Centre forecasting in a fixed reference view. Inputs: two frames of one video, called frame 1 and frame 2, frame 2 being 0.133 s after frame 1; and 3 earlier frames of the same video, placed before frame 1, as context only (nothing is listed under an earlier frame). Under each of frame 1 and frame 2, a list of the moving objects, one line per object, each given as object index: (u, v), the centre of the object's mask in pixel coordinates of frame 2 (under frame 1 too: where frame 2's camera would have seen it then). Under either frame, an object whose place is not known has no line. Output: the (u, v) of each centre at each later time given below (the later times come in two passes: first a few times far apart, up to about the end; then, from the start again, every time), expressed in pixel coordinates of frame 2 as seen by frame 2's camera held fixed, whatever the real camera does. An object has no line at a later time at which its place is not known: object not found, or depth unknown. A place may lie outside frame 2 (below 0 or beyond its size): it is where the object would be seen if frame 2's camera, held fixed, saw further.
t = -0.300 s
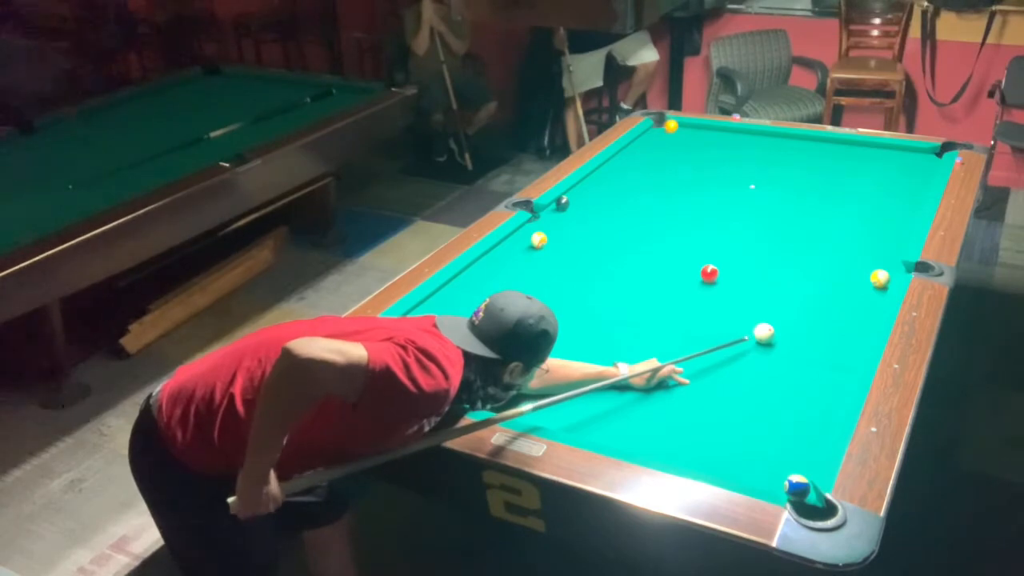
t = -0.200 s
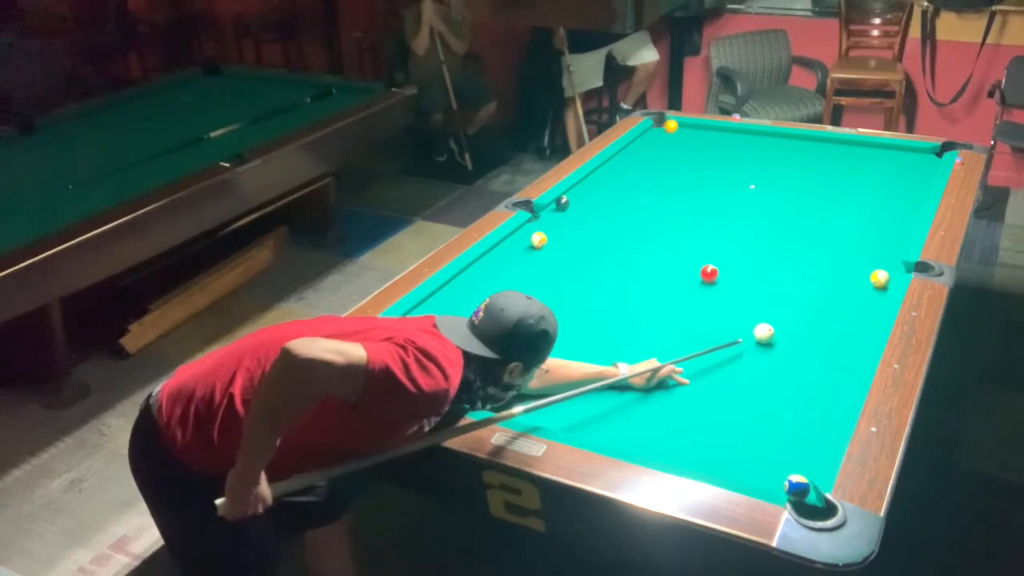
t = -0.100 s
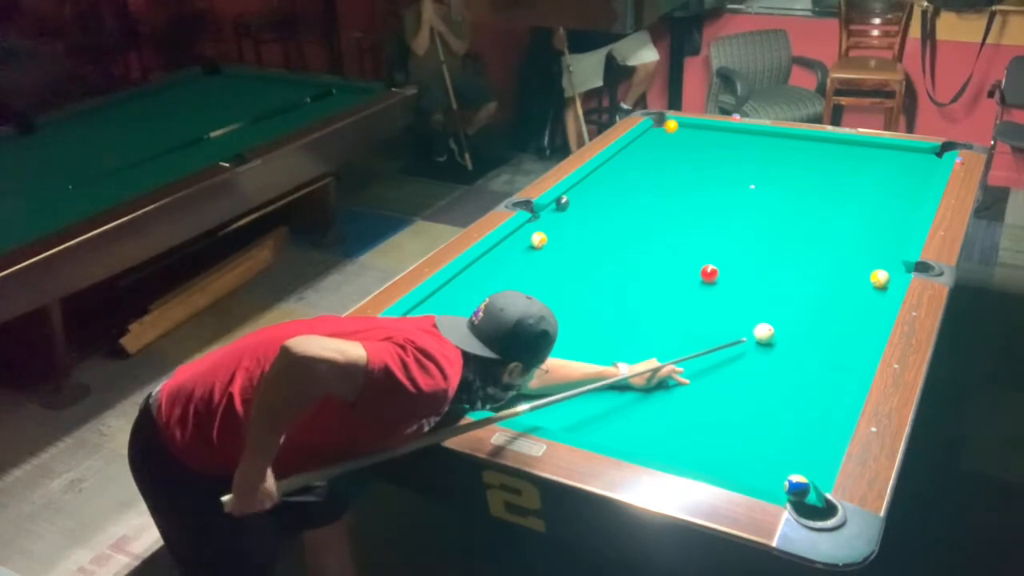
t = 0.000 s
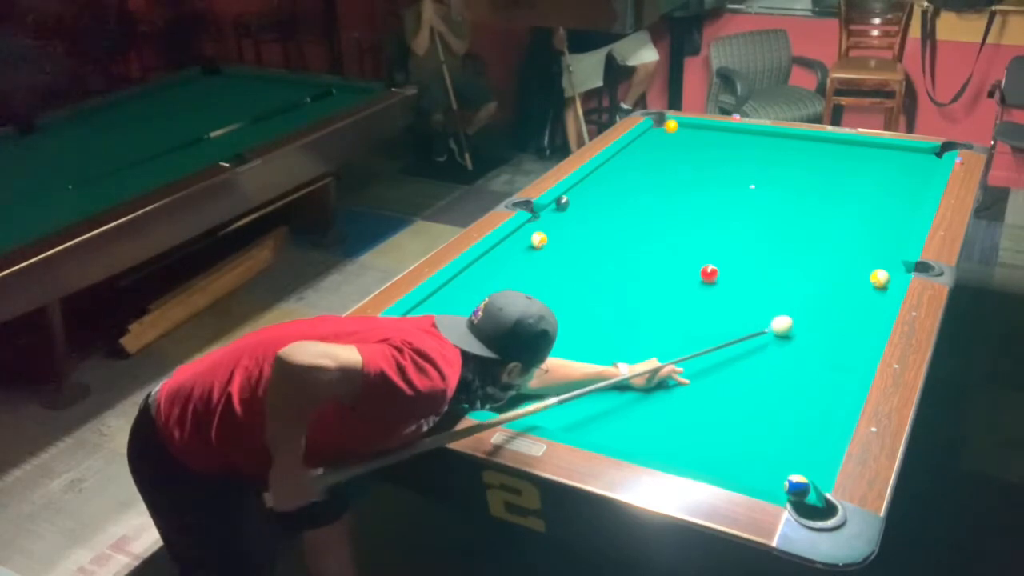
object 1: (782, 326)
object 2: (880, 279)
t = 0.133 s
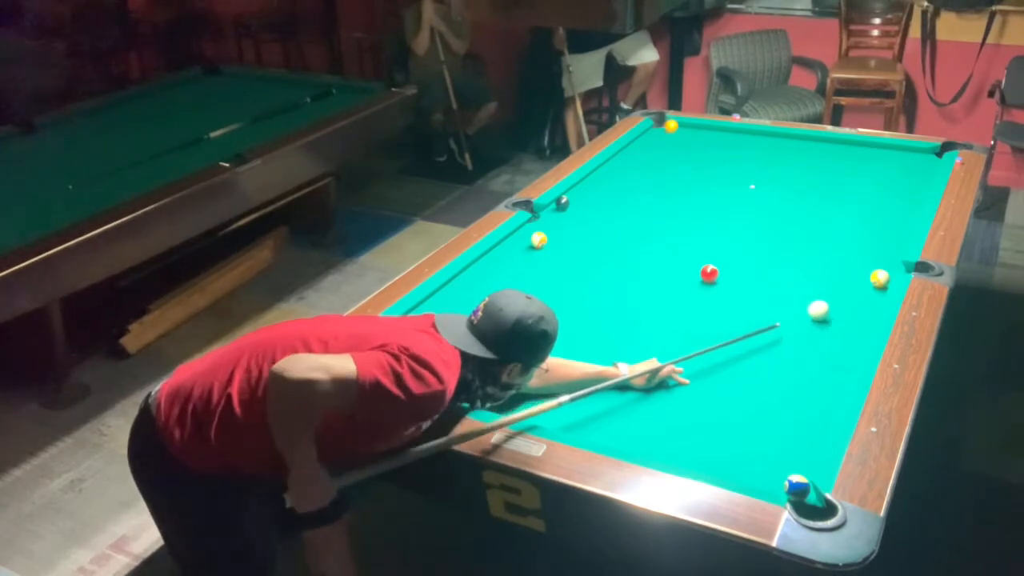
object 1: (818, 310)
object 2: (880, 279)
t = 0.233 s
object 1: (843, 300)
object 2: (880, 279)
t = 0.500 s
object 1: (868, 283)
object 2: (885, 267)
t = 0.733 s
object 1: (849, 275)
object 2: (891, 252)
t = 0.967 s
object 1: (832, 268)
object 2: (897, 237)
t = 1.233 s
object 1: (814, 260)
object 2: (903, 223)
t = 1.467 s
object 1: (801, 255)
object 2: (907, 211)
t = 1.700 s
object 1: (789, 250)
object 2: (912, 201)
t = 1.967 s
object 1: (776, 244)
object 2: (915, 190)
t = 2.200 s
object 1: (767, 240)
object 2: (918, 181)
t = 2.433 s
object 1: (759, 237)
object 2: (921, 173)
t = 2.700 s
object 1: (751, 233)
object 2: (924, 164)
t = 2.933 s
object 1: (745, 231)
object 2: (927, 158)
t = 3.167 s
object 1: (740, 229)
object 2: (929, 152)
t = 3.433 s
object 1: (735, 227)
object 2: (936, 153)
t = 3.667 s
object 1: (733, 226)
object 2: (936, 153)
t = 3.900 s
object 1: (730, 224)
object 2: (934, 152)
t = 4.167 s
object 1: (729, 224)
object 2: (933, 152)
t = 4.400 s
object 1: (728, 224)
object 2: (933, 152)
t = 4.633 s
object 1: (728, 224)
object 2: (933, 152)
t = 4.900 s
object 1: (728, 224)
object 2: (933, 152)
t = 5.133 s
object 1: (728, 224)
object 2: (933, 152)
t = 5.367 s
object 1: (729, 224)
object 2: (933, 152)
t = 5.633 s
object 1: (729, 224)
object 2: (933, 152)
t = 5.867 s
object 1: (728, 224)
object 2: (933, 152)
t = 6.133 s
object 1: (728, 224)
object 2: (933, 152)
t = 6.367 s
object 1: (728, 224)
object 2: (933, 152)
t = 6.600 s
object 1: (728, 224)
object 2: (933, 152)
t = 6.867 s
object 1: (728, 224)
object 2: (933, 152)
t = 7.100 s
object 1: (728, 224)
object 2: (933, 152)
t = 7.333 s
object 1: (728, 224)
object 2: (933, 152)
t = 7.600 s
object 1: (728, 224)
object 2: (933, 152)
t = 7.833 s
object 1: (728, 224)
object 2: (933, 152)
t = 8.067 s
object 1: (728, 224)
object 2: (933, 152)
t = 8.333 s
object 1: (728, 224)
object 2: (933, 152)
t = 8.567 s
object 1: (728, 224)
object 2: (933, 152)
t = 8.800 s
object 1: (728, 224)
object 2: (933, 152)
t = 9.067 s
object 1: (728, 224)
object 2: (933, 152)
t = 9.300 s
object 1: (728, 224)
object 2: (933, 152)
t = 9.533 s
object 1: (728, 224)
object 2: (933, 152)
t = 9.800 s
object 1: (728, 224)
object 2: (933, 152)
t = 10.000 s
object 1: (728, 224)
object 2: (933, 152)
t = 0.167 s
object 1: (827, 307)
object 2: (880, 279)
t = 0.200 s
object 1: (835, 303)
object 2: (880, 279)
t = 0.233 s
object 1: (843, 300)
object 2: (880, 279)
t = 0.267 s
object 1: (851, 297)
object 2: (880, 279)
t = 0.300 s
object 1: (859, 294)
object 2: (880, 279)
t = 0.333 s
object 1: (867, 291)
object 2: (880, 278)
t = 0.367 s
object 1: (874, 288)
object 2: (881, 276)
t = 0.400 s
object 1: (878, 287)
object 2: (881, 273)
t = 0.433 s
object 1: (875, 286)
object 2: (883, 272)
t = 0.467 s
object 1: (871, 284)
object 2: (884, 270)
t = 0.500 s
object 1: (868, 283)
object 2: (885, 267)
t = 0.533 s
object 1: (865, 282)
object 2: (886, 265)
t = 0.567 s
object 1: (862, 281)
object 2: (886, 263)
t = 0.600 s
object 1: (860, 279)
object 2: (887, 260)
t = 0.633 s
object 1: (857, 278)
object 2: (888, 258)
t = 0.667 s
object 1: (854, 277)
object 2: (889, 256)
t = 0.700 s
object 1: (852, 276)
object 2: (890, 254)
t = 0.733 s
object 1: (849, 275)
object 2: (891, 252)
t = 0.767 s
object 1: (847, 274)
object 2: (892, 250)
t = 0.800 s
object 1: (844, 273)
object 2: (893, 248)
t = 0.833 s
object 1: (842, 272)
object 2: (894, 245)
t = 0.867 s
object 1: (839, 271)
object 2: (895, 244)
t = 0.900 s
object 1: (837, 270)
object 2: (895, 241)
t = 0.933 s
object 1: (834, 269)
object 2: (896, 239)
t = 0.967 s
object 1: (832, 268)
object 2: (897, 237)
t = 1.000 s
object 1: (830, 267)
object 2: (898, 235)
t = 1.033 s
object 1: (828, 266)
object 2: (898, 234)
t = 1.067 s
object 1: (825, 265)
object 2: (899, 232)
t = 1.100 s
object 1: (823, 264)
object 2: (900, 230)
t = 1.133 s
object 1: (821, 263)
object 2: (900, 228)
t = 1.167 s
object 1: (819, 262)
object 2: (901, 226)
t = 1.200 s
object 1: (817, 260)
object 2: (902, 224)
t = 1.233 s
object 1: (814, 260)
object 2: (903, 223)
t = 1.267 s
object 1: (813, 260)
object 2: (904, 221)
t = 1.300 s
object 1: (810, 259)
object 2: (904, 219)
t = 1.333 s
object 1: (808, 258)
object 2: (905, 218)
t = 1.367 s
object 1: (807, 257)
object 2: (906, 216)
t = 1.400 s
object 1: (805, 256)
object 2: (906, 215)
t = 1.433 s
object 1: (803, 255)
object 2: (907, 213)
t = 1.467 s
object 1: (801, 255)
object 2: (907, 211)
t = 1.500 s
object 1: (799, 254)
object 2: (908, 209)
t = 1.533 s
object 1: (797, 253)
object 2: (909, 208)
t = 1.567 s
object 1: (795, 252)
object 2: (909, 206)
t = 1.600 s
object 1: (794, 251)
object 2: (910, 205)
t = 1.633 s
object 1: (792, 251)
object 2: (910, 203)
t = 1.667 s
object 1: (790, 250)
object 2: (911, 202)
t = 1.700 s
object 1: (789, 250)
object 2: (912, 201)
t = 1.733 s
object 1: (787, 249)
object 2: (912, 199)
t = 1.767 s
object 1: (786, 248)
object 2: (913, 198)
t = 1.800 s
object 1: (784, 248)
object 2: (913, 196)
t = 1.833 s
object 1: (782, 247)
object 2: (913, 195)
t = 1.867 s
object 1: (781, 246)
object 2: (914, 194)
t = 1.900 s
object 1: (779, 246)
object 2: (914, 192)
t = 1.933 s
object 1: (778, 245)
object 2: (915, 191)
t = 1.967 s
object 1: (776, 244)
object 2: (915, 190)
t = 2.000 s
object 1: (775, 244)
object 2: (916, 188)
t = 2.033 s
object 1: (774, 243)
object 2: (916, 187)
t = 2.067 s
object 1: (772, 242)
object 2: (917, 186)
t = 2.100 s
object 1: (771, 242)
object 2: (917, 185)
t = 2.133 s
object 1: (769, 241)
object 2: (917, 183)
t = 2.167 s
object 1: (768, 241)
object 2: (918, 182)
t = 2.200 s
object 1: (767, 240)
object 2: (918, 181)
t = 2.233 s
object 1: (766, 240)
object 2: (919, 180)
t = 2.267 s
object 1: (764, 239)
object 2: (919, 179)
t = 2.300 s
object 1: (763, 239)
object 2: (920, 177)
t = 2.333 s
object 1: (762, 238)
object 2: (920, 176)
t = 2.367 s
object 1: (761, 238)
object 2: (921, 175)
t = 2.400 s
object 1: (760, 237)
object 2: (921, 174)
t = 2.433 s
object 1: (759, 237)
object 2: (921, 173)
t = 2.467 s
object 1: (758, 236)
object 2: (921, 172)
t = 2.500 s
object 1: (757, 236)
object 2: (922, 171)
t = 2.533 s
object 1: (755, 235)
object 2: (922, 169)
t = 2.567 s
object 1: (755, 235)
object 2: (923, 168)
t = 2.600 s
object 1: (753, 234)
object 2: (923, 167)
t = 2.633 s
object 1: (753, 234)
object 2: (924, 166)
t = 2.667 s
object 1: (752, 234)
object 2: (924, 165)
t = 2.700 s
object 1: (751, 233)
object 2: (924, 164)
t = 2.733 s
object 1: (750, 233)
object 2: (925, 163)
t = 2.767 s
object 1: (749, 233)
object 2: (925, 162)
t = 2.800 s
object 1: (748, 232)
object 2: (926, 161)
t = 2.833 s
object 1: (747, 232)
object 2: (926, 161)
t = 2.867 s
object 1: (746, 231)
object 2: (926, 160)
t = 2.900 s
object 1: (746, 231)
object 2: (926, 159)
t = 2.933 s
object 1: (745, 231)
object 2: (927, 158)
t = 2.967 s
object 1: (744, 230)
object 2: (927, 157)
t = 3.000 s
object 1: (743, 230)
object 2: (927, 156)
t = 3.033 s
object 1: (742, 230)
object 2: (927, 155)
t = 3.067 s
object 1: (742, 230)
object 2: (928, 154)
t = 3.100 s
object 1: (741, 229)
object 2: (928, 153)
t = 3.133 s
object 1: (740, 229)
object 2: (929, 152)
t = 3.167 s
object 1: (740, 229)
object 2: (929, 152)
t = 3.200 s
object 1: (739, 228)
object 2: (929, 151)
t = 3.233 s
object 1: (738, 228)
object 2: (930, 151)
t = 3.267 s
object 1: (738, 228)
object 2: (931, 151)
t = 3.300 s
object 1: (737, 227)
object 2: (932, 151)
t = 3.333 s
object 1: (737, 227)
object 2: (933, 152)
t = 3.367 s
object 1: (736, 227)
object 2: (934, 152)
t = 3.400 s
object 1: (736, 227)
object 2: (935, 152)
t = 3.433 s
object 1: (735, 227)
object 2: (936, 153)
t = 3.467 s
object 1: (735, 226)
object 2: (937, 153)
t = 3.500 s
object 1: (734, 226)
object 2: (937, 153)
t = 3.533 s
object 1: (734, 226)
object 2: (938, 153)
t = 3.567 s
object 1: (733, 226)
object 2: (938, 153)
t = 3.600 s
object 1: (733, 226)
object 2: (937, 153)
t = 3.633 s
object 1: (732, 226)
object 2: (937, 153)
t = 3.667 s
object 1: (733, 226)
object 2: (936, 153)
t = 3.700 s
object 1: (731, 224)
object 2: (936, 153)
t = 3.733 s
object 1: (731, 225)
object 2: (936, 153)
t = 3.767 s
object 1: (731, 225)
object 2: (935, 153)
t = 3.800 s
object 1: (731, 225)
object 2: (935, 153)
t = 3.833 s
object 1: (730, 225)
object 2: (935, 153)
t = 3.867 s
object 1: (730, 225)
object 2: (935, 153)
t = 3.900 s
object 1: (730, 224)
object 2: (934, 152)
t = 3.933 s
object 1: (730, 224)
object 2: (934, 152)
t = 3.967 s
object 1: (730, 224)
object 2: (933, 152)
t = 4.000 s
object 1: (729, 224)
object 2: (933, 152)
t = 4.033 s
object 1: (729, 224)
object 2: (933, 152)
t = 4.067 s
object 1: (729, 224)
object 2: (933, 152)
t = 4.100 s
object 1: (729, 224)
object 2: (933, 152)
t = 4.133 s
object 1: (729, 224)
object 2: (933, 152)
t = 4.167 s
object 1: (729, 224)
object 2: (933, 152)
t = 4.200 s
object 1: (729, 224)
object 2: (933, 152)
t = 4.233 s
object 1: (729, 224)
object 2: (933, 152)
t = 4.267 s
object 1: (728, 224)
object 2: (933, 152)
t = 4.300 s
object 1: (728, 224)
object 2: (933, 152)
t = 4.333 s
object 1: (728, 224)
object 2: (933, 152)
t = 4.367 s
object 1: (728, 224)
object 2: (933, 152)
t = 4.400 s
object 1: (728, 224)
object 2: (933, 152)
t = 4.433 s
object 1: (728, 224)
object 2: (932, 152)
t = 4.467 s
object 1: (728, 224)
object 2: (932, 152)
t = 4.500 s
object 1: (728, 224)
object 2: (932, 152)
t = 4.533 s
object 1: (728, 224)
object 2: (933, 152)
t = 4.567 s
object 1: (728, 224)
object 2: (933, 152)
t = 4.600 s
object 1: (728, 224)
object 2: (933, 152)
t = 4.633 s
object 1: (728, 224)
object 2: (933, 152)
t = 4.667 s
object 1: (727, 223)
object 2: (933, 152)
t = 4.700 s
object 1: (728, 224)
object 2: (933, 152)
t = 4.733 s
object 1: (728, 224)
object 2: (933, 152)
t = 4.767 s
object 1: (728, 224)
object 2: (933, 152)
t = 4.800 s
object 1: (728, 224)
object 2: (933, 152)
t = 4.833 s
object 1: (728, 224)
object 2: (933, 152)
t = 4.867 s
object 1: (728, 224)
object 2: (933, 152)
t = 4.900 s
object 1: (728, 224)
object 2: (933, 152)
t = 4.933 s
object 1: (728, 224)
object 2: (933, 152)
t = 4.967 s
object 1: (728, 224)
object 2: (933, 152)
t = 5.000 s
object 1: (728, 224)
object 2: (933, 152)
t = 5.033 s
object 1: (728, 224)
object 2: (933, 152)
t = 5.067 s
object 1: (728, 224)
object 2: (933, 152)
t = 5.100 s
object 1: (728, 224)
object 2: (933, 152)
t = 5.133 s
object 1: (728, 224)
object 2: (933, 152)
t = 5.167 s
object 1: (728, 224)
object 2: (933, 152)
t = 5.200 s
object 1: (728, 224)
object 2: (933, 152)
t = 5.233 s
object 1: (728, 224)
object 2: (933, 152)
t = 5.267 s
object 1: (728, 224)
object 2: (933, 152)
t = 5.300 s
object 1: (728, 224)
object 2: (933, 152)
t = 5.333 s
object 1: (728, 224)
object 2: (933, 152)
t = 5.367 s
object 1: (729, 224)
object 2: (933, 152)
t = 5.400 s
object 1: (729, 224)
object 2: (933, 152)
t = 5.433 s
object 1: (728, 224)
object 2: (933, 152)
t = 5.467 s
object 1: (728, 224)
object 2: (933, 152)
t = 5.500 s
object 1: (728, 224)
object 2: (933, 152)
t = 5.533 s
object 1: (728, 224)
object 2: (933, 152)
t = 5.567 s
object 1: (728, 224)
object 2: (933, 152)
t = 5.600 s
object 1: (728, 224)
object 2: (933, 152)
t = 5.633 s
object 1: (729, 224)
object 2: (933, 152)
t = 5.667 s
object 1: (728, 224)
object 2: (933, 152)
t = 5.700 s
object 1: (729, 224)
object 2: (933, 152)
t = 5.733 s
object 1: (728, 224)
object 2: (933, 152)
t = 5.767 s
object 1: (729, 224)
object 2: (933, 152)
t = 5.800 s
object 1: (729, 224)
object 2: (933, 152)
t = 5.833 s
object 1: (729, 224)
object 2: (933, 152)
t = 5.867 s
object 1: (728, 224)
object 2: (933, 152)
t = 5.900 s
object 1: (728, 224)
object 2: (933, 152)
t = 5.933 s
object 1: (728, 224)
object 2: (933, 152)
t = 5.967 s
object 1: (728, 224)
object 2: (933, 152)
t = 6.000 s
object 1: (728, 224)
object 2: (933, 152)
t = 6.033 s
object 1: (728, 224)
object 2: (933, 152)
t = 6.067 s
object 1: (728, 224)
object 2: (933, 152)
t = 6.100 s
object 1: (728, 224)
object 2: (933, 152)
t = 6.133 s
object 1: (728, 224)
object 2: (933, 152)
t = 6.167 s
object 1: (728, 224)
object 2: (933, 152)
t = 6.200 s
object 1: (728, 224)
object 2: (933, 152)
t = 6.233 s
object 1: (728, 224)
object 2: (933, 152)
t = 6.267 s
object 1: (728, 224)
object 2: (933, 152)
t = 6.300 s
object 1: (728, 224)
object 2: (933, 152)
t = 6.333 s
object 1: (728, 224)
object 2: (933, 152)
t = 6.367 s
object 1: (728, 224)
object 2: (933, 152)
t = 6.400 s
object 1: (728, 224)
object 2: (933, 152)
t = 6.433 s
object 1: (728, 224)
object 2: (933, 152)
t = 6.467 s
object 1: (728, 224)
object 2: (933, 152)
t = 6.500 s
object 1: (728, 224)
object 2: (933, 152)
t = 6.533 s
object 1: (728, 224)
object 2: (933, 152)
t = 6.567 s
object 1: (728, 224)
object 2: (933, 152)
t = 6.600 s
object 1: (728, 224)
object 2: (933, 152)
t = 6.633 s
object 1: (728, 224)
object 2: (933, 152)
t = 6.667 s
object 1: (728, 224)
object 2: (933, 152)
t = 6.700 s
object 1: (728, 224)
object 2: (933, 152)
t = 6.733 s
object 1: (728, 224)
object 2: (933, 152)
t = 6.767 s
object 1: (728, 224)
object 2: (933, 152)
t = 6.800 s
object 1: (728, 224)
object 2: (933, 152)
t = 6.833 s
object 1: (728, 224)
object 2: (933, 152)
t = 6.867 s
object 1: (728, 224)
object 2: (933, 152)
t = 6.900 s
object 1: (728, 224)
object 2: (933, 152)
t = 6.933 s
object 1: (728, 224)
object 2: (933, 152)
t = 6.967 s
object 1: (728, 224)
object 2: (933, 152)
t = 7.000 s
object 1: (728, 224)
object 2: (933, 152)
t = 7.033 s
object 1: (728, 224)
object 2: (933, 152)
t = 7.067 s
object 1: (728, 224)
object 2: (933, 152)
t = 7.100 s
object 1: (728, 224)
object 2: (933, 152)
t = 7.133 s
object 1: (728, 224)
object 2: (933, 152)
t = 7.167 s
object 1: (728, 224)
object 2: (933, 152)
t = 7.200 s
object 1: (728, 224)
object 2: (933, 152)
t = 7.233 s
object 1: (728, 224)
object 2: (933, 152)
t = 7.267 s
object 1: (728, 224)
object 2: (933, 152)
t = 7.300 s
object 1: (728, 224)
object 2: (933, 152)
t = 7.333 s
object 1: (728, 224)
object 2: (933, 152)
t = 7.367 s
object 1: (728, 224)
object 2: (933, 152)
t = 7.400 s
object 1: (728, 224)
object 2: (933, 152)
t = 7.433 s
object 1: (728, 224)
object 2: (933, 152)
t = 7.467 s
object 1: (728, 224)
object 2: (933, 152)
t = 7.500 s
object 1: (728, 224)
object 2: (933, 152)
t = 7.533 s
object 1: (728, 224)
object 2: (933, 152)
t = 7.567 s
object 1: (728, 224)
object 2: (933, 152)
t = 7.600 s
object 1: (728, 224)
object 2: (933, 152)
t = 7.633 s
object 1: (728, 224)
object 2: (933, 152)
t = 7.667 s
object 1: (728, 224)
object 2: (933, 152)
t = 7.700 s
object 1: (728, 224)
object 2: (933, 152)
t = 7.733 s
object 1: (728, 224)
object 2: (933, 152)
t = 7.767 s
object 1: (728, 224)
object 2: (933, 152)
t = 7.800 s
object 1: (728, 224)
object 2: (933, 152)
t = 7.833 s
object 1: (728, 224)
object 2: (933, 152)
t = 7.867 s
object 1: (728, 224)
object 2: (933, 152)
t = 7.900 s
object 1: (728, 224)
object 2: (933, 152)
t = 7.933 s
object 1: (728, 224)
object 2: (933, 152)
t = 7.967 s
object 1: (728, 224)
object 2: (933, 152)
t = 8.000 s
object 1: (728, 224)
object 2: (933, 152)
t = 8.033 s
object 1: (728, 224)
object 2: (933, 152)
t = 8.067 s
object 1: (728, 224)
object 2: (933, 152)
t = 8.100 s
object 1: (728, 224)
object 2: (933, 152)
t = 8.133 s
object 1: (728, 224)
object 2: (933, 152)
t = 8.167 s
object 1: (728, 224)
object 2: (933, 152)
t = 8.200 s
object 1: (728, 224)
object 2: (933, 152)
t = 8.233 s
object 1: (728, 224)
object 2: (933, 152)
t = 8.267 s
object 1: (728, 224)
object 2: (933, 152)
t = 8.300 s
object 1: (728, 224)
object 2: (933, 152)
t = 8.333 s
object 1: (728, 224)
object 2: (933, 152)
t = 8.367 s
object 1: (728, 224)
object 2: (933, 152)
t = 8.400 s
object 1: (728, 224)
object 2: (933, 152)
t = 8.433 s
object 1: (728, 224)
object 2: (933, 152)
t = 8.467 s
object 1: (728, 224)
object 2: (933, 152)
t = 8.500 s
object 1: (728, 224)
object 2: (933, 152)
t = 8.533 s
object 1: (728, 224)
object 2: (933, 152)
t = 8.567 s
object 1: (728, 224)
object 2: (933, 152)
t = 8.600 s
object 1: (728, 224)
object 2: (933, 152)
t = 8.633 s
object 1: (728, 224)
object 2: (933, 152)
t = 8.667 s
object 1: (728, 224)
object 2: (933, 152)
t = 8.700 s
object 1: (728, 224)
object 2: (933, 152)
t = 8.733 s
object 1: (728, 224)
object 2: (933, 152)
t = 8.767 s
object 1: (728, 224)
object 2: (933, 152)
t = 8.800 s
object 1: (728, 224)
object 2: (933, 152)
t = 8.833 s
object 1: (728, 224)
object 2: (933, 152)
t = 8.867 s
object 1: (728, 224)
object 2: (933, 152)
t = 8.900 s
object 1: (728, 224)
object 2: (933, 152)
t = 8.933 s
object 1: (728, 224)
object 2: (933, 152)
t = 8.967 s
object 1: (728, 224)
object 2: (933, 152)
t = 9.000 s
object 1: (728, 224)
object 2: (933, 152)
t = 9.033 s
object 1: (728, 224)
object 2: (933, 152)
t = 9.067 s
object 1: (728, 224)
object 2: (933, 152)
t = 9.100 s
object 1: (728, 224)
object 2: (933, 152)
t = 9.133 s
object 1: (728, 224)
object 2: (933, 152)
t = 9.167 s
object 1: (728, 224)
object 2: (933, 152)
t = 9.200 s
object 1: (728, 224)
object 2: (933, 152)
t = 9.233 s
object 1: (728, 224)
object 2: (933, 152)
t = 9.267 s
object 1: (728, 224)
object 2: (933, 152)
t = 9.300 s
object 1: (728, 224)
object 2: (933, 152)
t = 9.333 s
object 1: (728, 224)
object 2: (933, 152)
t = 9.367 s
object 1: (728, 224)
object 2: (933, 152)
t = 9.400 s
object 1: (728, 224)
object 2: (933, 152)
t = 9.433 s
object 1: (728, 224)
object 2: (933, 152)
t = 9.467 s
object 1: (728, 224)
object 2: (933, 152)
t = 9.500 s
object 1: (728, 224)
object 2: (933, 152)
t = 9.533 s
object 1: (728, 224)
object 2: (933, 152)
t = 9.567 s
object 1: (728, 224)
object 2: (933, 152)
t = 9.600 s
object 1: (728, 224)
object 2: (933, 152)
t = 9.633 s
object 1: (728, 224)
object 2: (933, 152)
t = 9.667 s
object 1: (728, 224)
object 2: (933, 152)
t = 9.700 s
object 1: (728, 224)
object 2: (933, 152)
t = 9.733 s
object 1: (728, 224)
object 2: (933, 152)
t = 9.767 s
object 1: (728, 224)
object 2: (933, 152)
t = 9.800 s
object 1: (728, 224)
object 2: (933, 152)
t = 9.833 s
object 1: (728, 224)
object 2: (933, 152)
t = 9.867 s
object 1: (728, 224)
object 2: (933, 152)
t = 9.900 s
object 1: (728, 224)
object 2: (933, 152)
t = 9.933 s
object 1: (728, 224)
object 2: (933, 152)
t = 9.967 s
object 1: (728, 224)
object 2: (933, 152)
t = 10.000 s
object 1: (728, 224)
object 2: (933, 152)
